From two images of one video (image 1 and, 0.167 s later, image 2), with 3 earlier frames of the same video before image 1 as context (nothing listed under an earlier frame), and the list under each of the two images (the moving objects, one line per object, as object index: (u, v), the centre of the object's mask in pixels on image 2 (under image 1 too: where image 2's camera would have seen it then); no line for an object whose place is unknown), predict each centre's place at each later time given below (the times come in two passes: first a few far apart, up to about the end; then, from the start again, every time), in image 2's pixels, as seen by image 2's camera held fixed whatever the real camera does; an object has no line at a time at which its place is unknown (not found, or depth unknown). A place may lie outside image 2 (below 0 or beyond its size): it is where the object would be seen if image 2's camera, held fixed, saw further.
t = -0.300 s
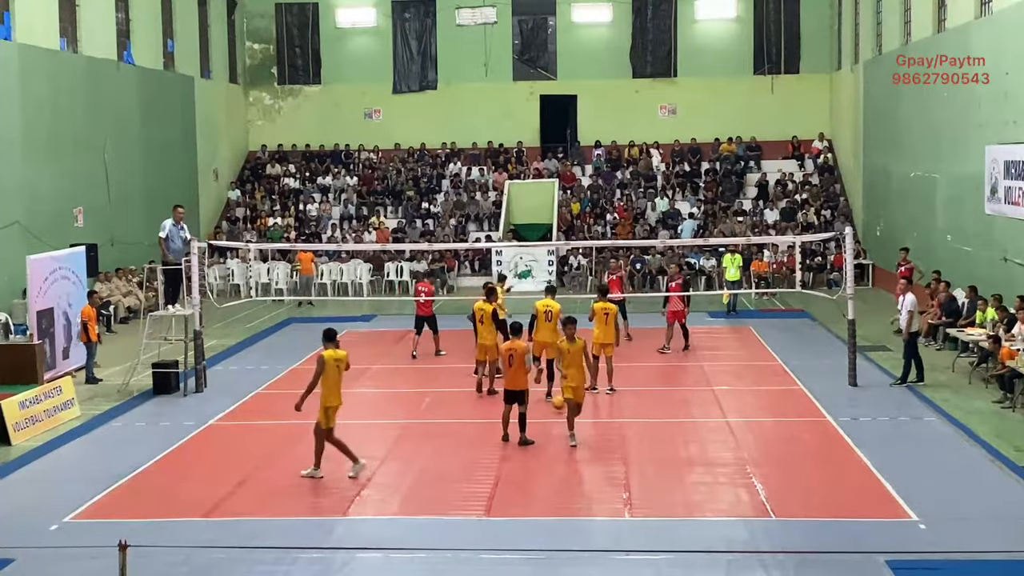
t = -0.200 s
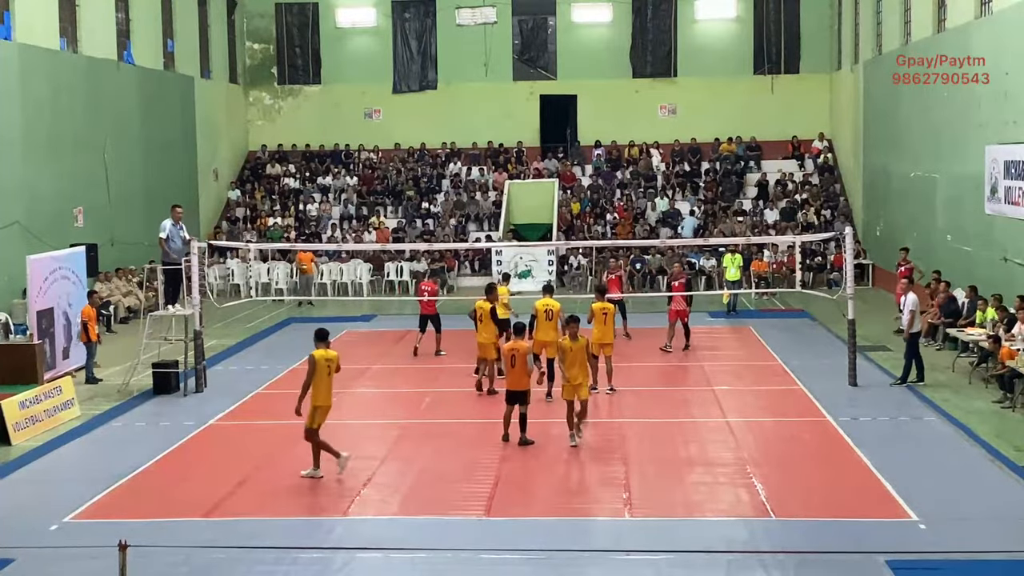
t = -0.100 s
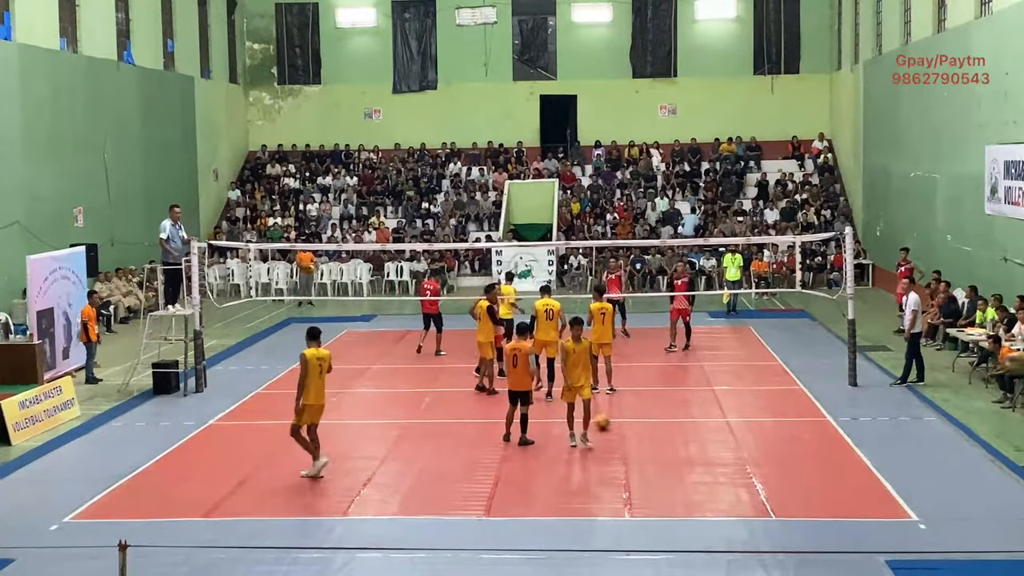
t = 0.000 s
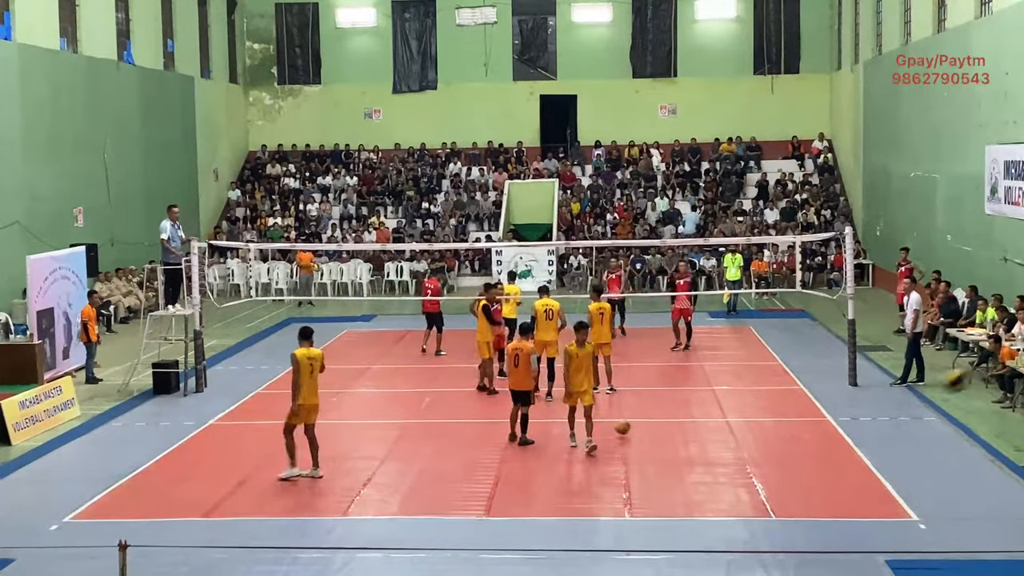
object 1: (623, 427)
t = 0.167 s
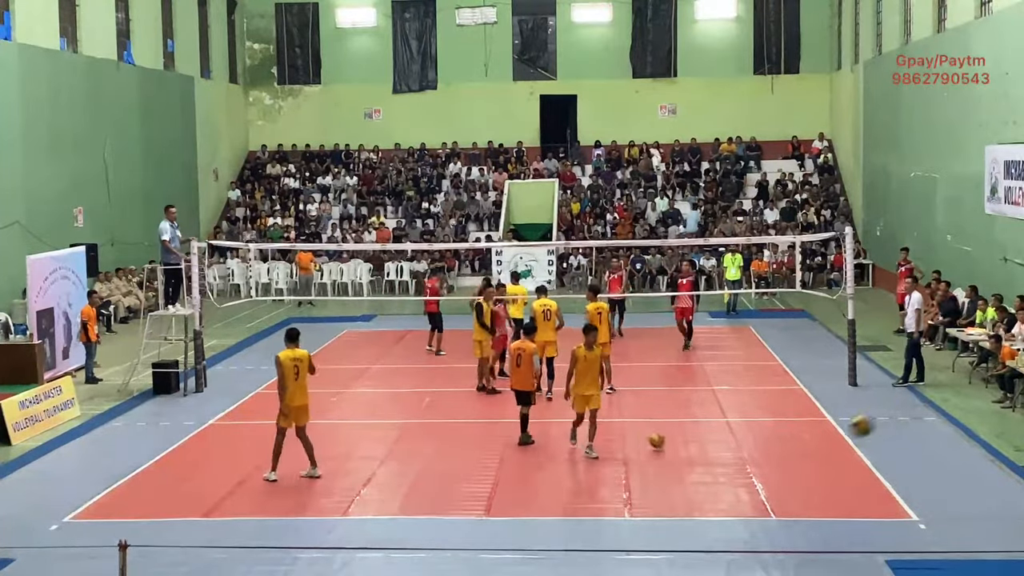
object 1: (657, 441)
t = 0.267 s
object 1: (678, 449)
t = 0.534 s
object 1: (738, 468)
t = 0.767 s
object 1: (797, 491)
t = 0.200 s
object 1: (664, 443)
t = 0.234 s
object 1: (670, 446)
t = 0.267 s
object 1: (678, 449)
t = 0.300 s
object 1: (684, 450)
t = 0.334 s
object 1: (692, 452)
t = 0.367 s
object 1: (699, 454)
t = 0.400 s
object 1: (707, 458)
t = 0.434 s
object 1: (714, 462)
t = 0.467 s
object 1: (722, 463)
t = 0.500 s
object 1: (730, 465)
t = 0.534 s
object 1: (738, 468)
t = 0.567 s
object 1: (746, 473)
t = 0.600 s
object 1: (754, 476)
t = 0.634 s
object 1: (762, 478)
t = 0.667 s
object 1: (770, 483)
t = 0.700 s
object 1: (779, 486)
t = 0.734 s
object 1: (788, 487)
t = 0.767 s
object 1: (797, 491)
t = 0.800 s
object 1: (806, 495)
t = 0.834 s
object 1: (815, 498)
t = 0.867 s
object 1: (825, 501)
